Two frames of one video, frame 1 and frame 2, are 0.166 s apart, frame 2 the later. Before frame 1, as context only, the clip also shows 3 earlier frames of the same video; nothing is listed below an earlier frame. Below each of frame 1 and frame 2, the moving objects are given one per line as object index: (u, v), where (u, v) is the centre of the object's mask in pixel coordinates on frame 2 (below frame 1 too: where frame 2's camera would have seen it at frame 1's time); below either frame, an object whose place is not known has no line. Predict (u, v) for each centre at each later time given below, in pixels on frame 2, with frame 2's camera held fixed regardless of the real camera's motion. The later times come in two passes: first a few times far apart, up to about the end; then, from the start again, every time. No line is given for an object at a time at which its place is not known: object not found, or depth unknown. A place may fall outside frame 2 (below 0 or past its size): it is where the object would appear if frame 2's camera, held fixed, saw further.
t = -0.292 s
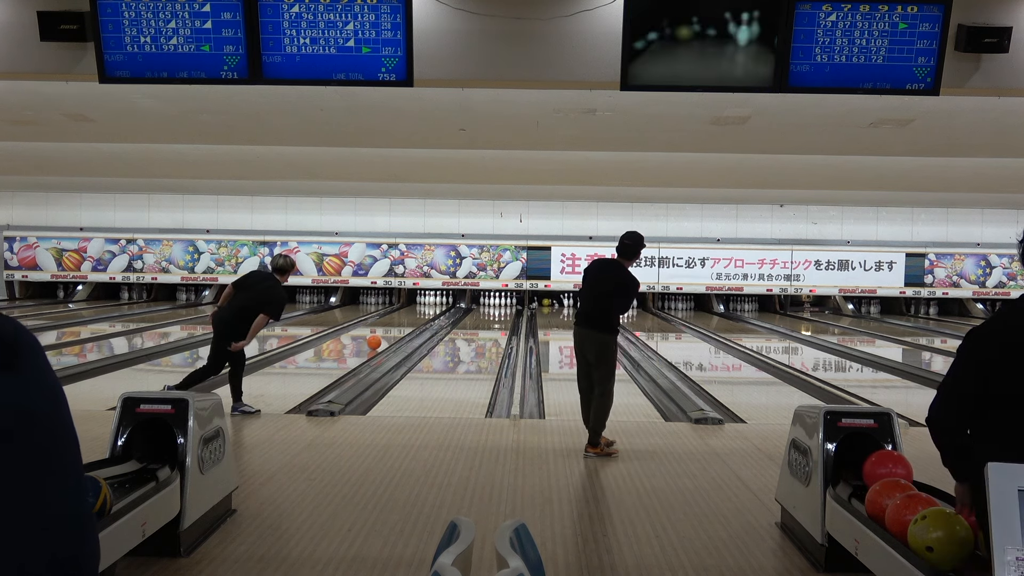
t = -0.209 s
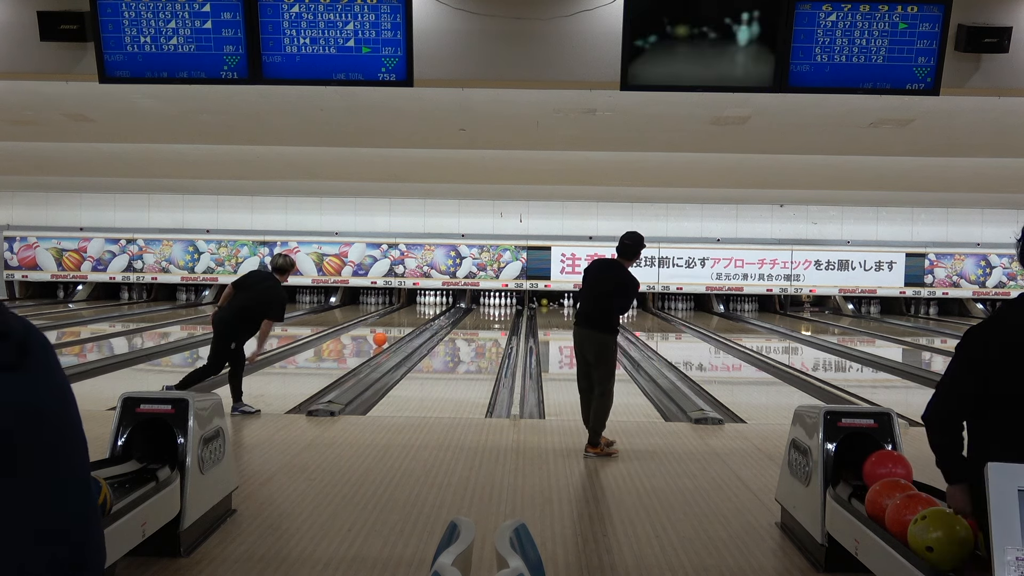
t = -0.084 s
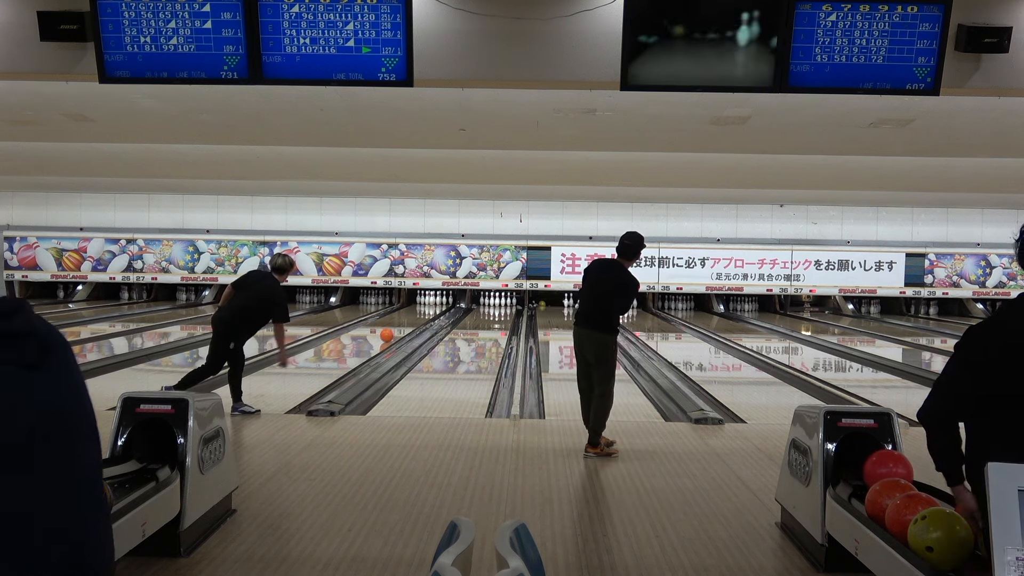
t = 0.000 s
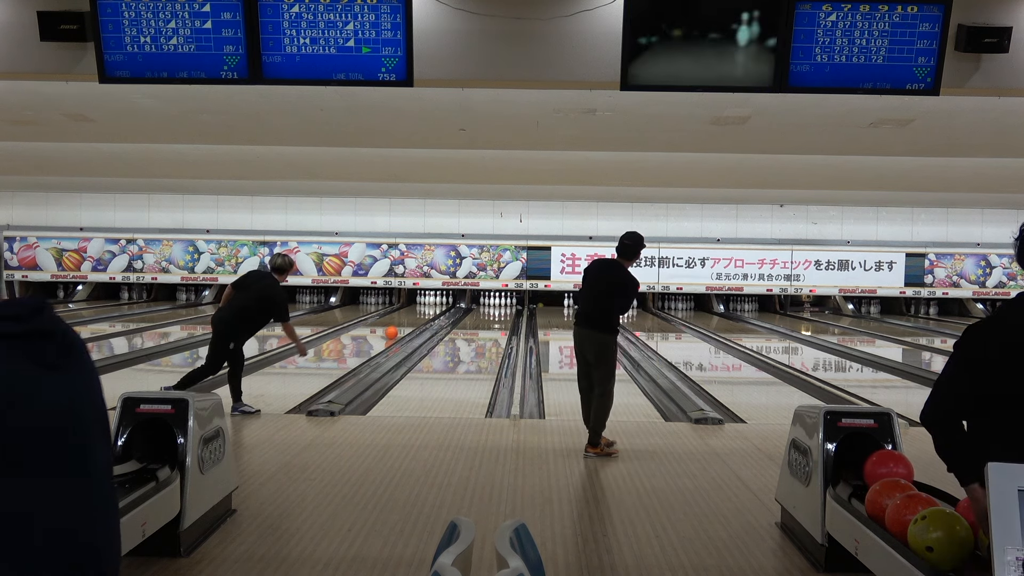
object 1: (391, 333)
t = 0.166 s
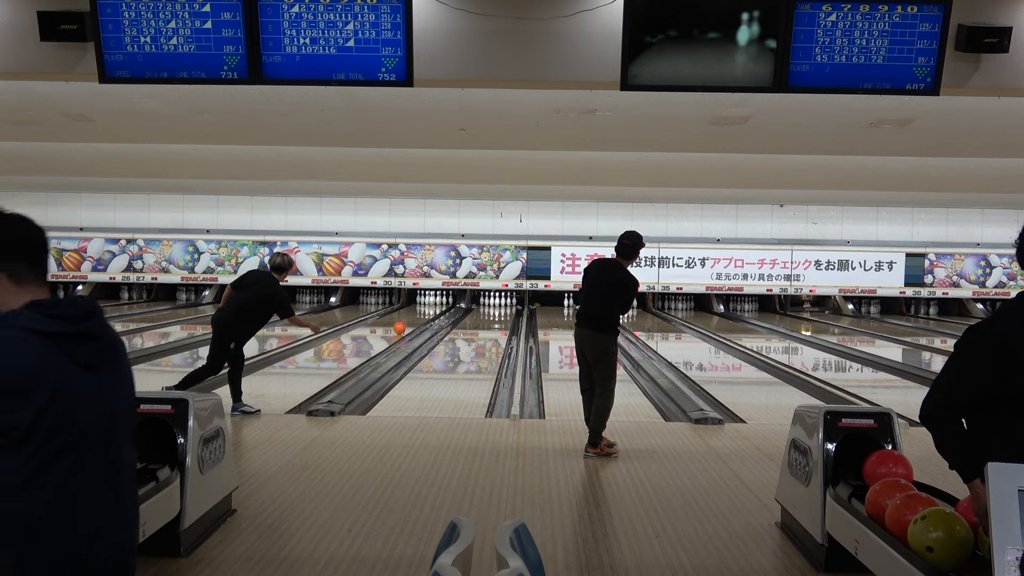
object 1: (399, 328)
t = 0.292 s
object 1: (405, 325)
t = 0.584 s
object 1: (414, 319)
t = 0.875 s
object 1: (422, 313)
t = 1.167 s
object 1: (429, 310)
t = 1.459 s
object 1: (432, 306)
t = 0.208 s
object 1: (401, 327)
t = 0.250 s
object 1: (402, 326)
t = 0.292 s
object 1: (405, 325)
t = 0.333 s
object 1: (406, 324)
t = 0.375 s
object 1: (408, 323)
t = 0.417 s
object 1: (409, 322)
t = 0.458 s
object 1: (411, 321)
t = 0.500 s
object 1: (412, 321)
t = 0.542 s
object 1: (414, 320)
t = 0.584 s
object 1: (414, 319)
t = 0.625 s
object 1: (416, 318)
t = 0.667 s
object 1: (417, 317)
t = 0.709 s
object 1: (418, 316)
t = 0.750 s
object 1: (419, 316)
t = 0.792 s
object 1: (421, 315)
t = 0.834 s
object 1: (421, 314)
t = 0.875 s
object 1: (422, 313)
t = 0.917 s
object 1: (423, 313)
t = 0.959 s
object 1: (424, 312)
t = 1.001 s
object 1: (425, 312)
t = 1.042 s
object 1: (426, 311)
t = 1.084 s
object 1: (426, 311)
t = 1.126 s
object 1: (428, 310)
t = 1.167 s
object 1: (429, 310)
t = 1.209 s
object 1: (430, 309)
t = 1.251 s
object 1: (430, 309)
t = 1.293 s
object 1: (431, 308)
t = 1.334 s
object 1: (431, 307)
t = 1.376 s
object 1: (431, 307)
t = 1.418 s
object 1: (431, 306)
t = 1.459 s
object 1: (432, 306)
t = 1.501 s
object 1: (432, 305)
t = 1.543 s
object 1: (433, 305)
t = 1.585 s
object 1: (433, 305)
